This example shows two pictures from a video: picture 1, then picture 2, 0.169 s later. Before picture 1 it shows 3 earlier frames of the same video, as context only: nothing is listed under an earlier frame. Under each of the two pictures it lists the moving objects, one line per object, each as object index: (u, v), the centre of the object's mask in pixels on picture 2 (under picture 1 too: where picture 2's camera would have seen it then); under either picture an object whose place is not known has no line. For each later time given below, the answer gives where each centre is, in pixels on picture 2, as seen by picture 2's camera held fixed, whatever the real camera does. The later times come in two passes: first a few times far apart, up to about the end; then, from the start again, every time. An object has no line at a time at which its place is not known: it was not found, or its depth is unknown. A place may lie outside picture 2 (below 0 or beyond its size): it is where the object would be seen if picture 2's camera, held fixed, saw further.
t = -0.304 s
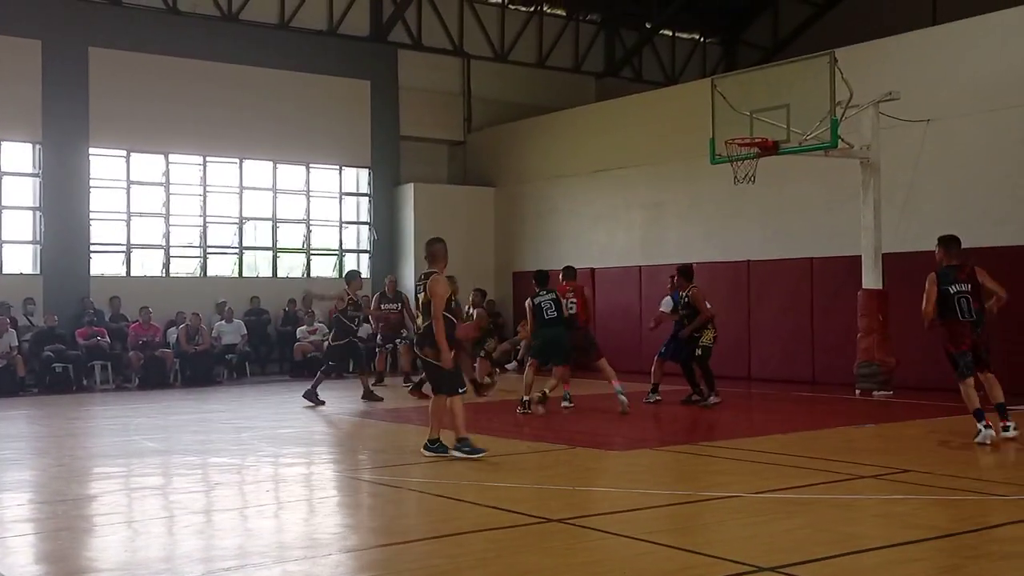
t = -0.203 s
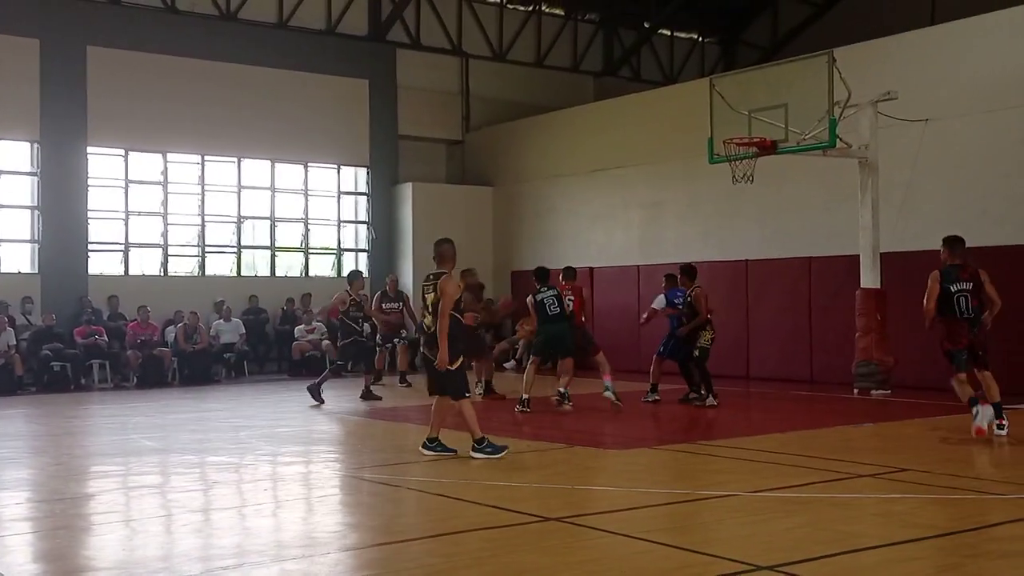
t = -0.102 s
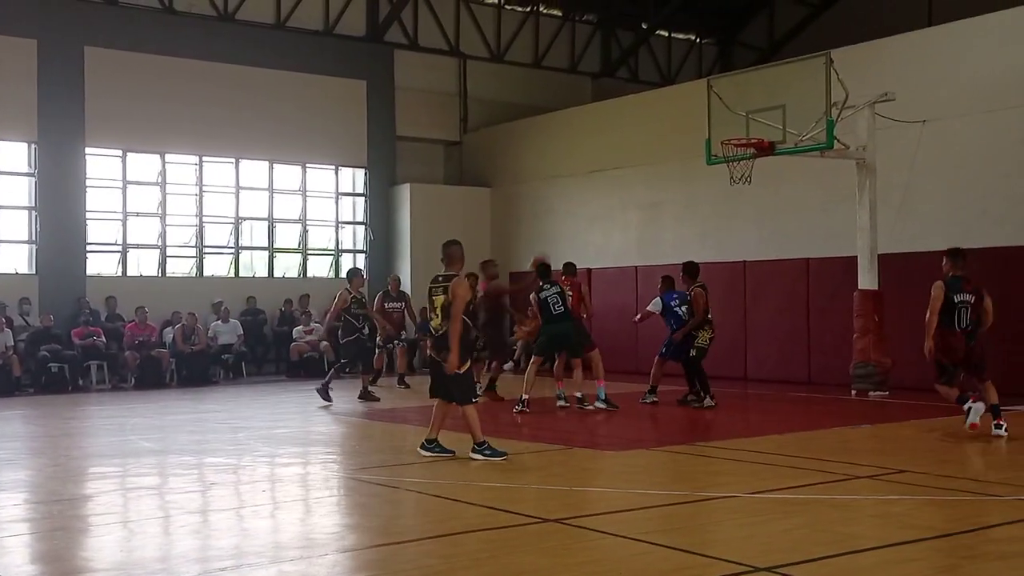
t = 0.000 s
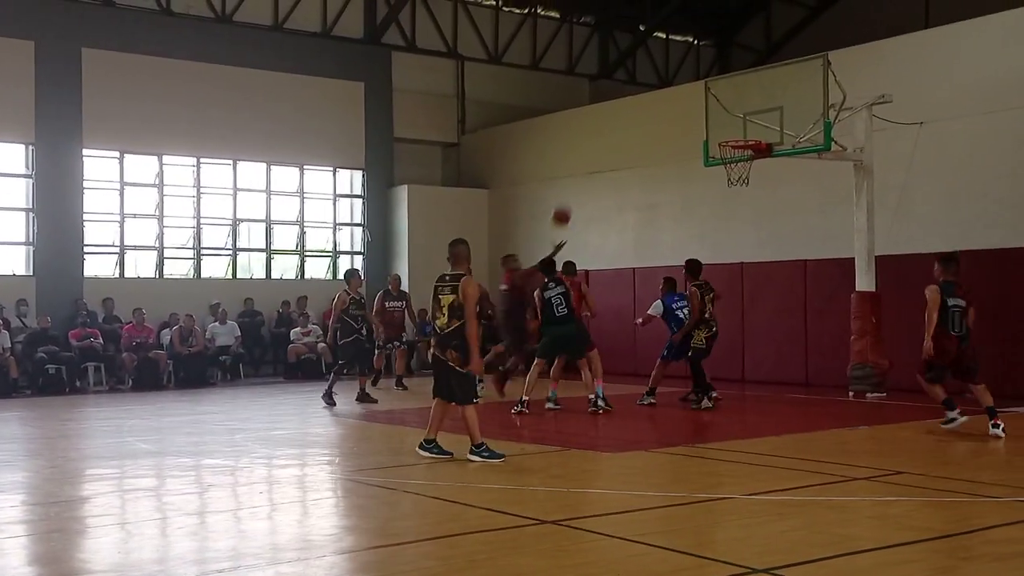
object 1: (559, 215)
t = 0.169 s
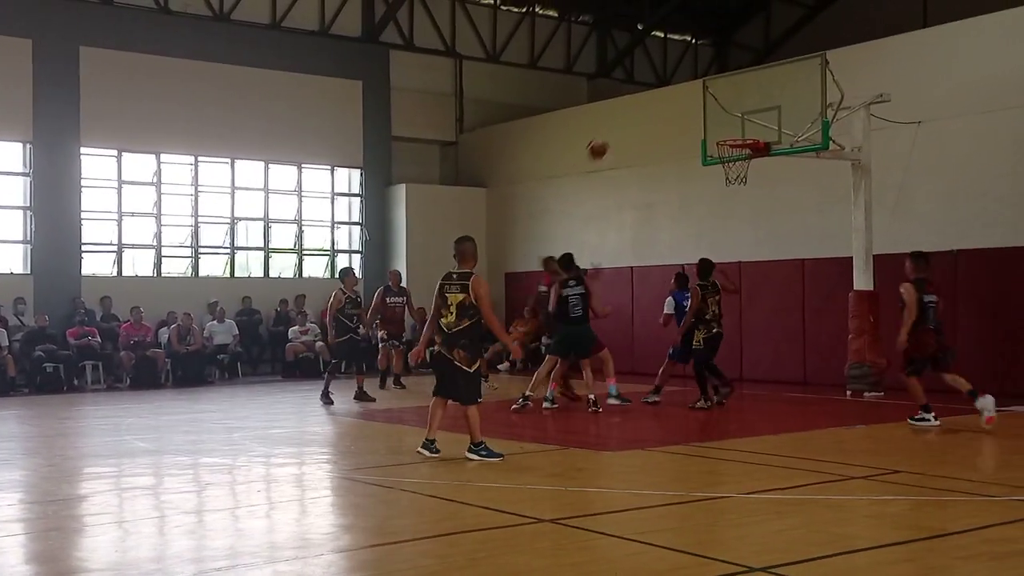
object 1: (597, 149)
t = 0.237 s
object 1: (612, 129)
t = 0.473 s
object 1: (666, 87)
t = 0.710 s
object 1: (721, 93)
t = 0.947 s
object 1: (777, 145)
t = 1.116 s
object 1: (780, 176)
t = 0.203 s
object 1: (604, 139)
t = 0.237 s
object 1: (612, 129)
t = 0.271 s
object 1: (620, 119)
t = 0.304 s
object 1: (628, 112)
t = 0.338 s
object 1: (635, 105)
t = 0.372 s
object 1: (643, 99)
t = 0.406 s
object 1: (651, 94)
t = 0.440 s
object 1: (658, 90)
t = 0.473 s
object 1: (666, 87)
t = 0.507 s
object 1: (674, 85)
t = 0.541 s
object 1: (682, 84)
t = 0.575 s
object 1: (690, 84)
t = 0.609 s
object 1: (697, 84)
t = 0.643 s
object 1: (705, 86)
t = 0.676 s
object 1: (714, 89)
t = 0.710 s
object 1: (721, 93)
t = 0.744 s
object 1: (729, 97)
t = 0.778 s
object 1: (736, 103)
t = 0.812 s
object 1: (745, 109)
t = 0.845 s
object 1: (752, 118)
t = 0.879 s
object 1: (761, 127)
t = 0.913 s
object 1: (769, 137)
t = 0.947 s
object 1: (777, 145)
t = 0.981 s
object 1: (778, 149)
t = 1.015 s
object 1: (778, 153)
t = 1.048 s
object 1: (779, 161)
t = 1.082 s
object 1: (779, 168)
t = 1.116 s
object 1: (780, 176)
